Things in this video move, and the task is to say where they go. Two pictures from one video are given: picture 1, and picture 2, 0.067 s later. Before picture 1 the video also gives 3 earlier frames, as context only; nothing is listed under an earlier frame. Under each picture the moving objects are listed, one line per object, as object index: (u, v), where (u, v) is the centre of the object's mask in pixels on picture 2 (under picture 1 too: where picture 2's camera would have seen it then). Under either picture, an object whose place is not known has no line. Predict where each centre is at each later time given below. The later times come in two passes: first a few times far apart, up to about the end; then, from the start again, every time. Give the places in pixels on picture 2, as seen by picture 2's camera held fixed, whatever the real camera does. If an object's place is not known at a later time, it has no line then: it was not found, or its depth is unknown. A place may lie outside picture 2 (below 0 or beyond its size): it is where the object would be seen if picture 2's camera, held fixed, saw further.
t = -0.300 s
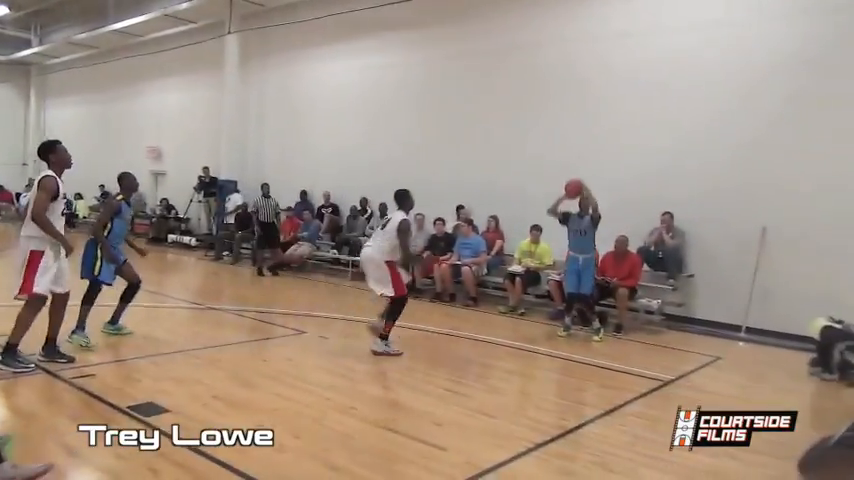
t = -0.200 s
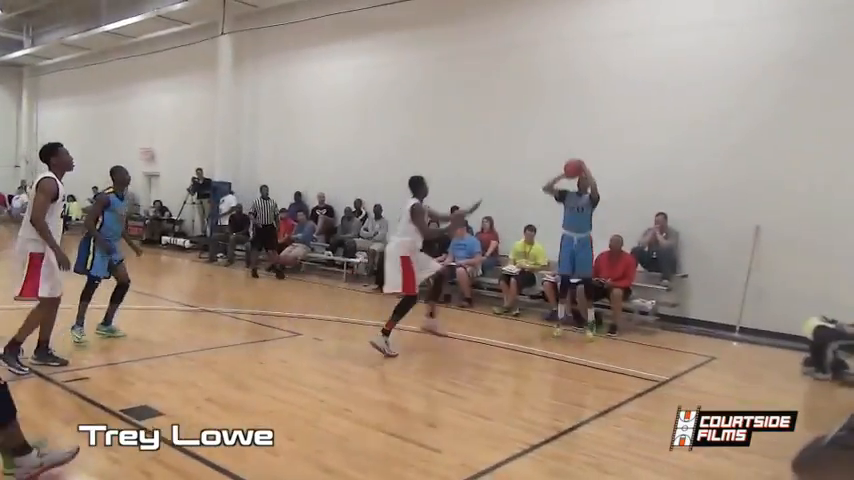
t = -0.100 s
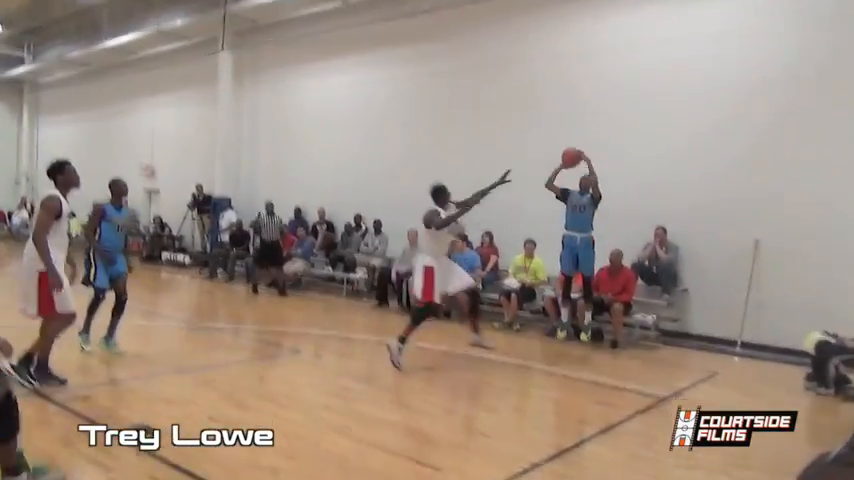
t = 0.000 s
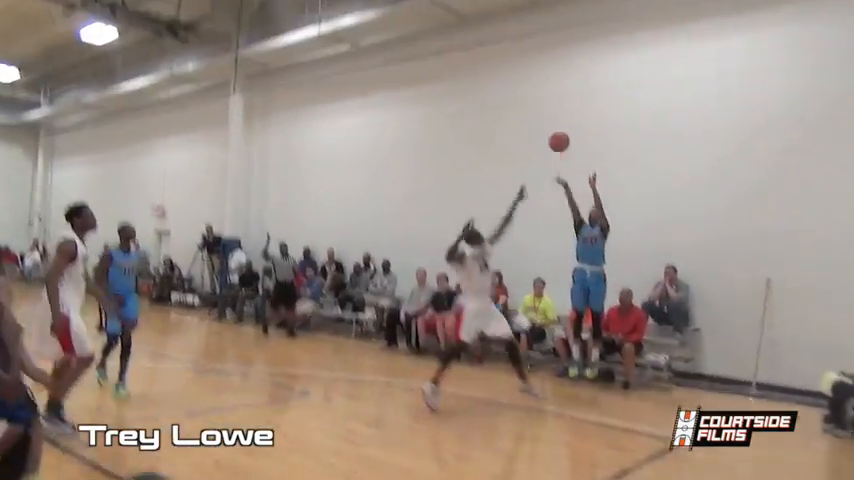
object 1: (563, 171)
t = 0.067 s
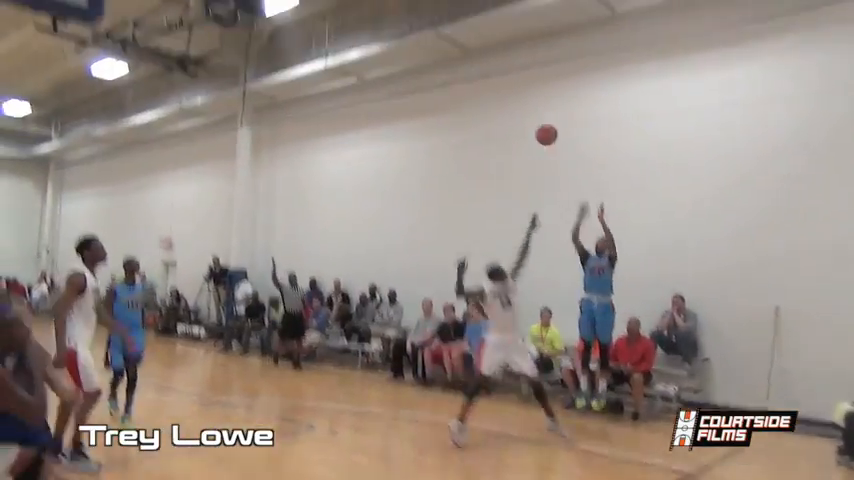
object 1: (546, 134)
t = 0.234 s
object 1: (495, 49)
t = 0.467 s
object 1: (407, -49)
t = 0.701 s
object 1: (282, -114)
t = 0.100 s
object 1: (536, 116)
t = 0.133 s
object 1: (527, 99)
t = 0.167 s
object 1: (517, 83)
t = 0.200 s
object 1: (507, 66)
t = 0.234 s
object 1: (495, 49)
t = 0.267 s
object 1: (485, 34)
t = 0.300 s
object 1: (473, 18)
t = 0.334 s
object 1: (461, 3)
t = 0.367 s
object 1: (449, -11)
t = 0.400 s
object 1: (435, -25)
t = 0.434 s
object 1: (421, -37)
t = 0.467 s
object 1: (407, -49)
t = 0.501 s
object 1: (391, -61)
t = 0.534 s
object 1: (376, -72)
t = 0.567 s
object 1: (358, -82)
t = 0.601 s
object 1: (341, -92)
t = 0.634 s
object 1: (322, -100)
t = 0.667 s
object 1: (303, -108)
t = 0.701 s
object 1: (282, -114)
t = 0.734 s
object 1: (260, -120)
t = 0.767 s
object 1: (236, -123)
